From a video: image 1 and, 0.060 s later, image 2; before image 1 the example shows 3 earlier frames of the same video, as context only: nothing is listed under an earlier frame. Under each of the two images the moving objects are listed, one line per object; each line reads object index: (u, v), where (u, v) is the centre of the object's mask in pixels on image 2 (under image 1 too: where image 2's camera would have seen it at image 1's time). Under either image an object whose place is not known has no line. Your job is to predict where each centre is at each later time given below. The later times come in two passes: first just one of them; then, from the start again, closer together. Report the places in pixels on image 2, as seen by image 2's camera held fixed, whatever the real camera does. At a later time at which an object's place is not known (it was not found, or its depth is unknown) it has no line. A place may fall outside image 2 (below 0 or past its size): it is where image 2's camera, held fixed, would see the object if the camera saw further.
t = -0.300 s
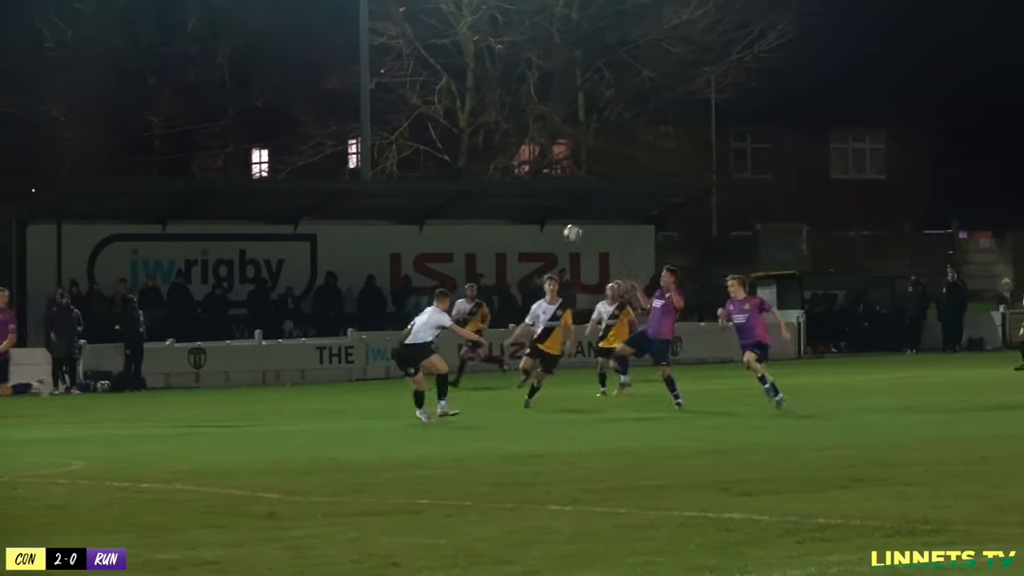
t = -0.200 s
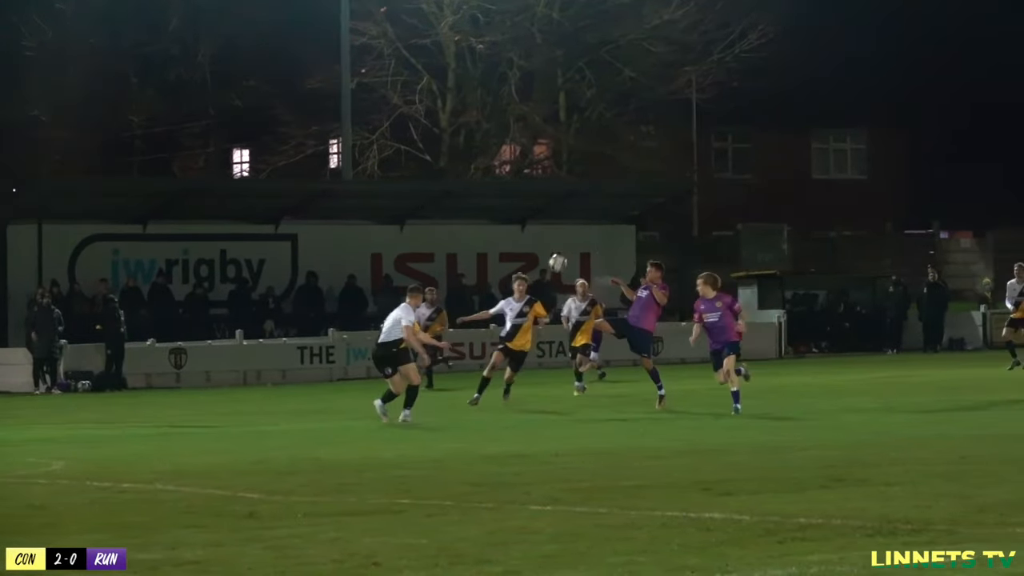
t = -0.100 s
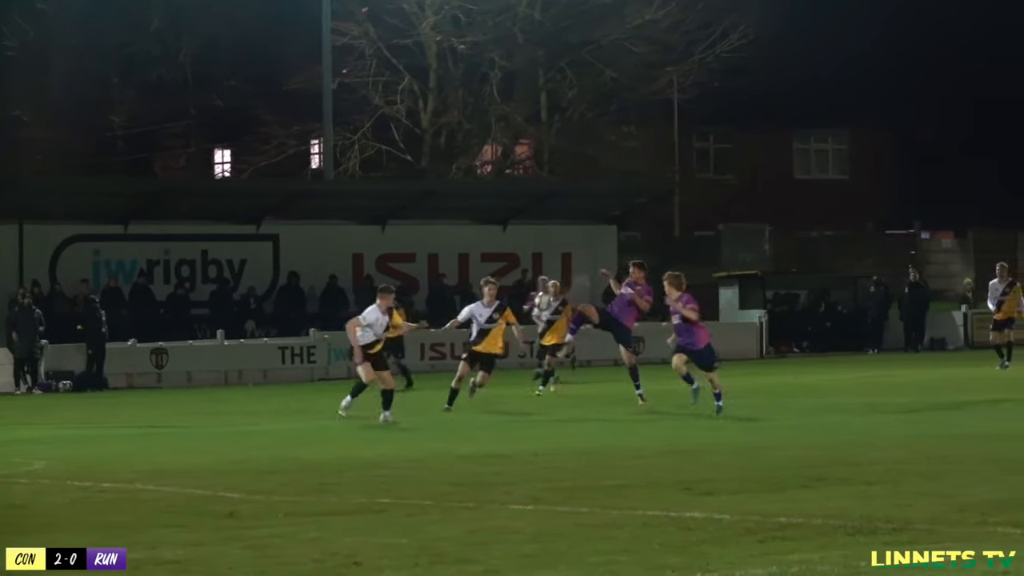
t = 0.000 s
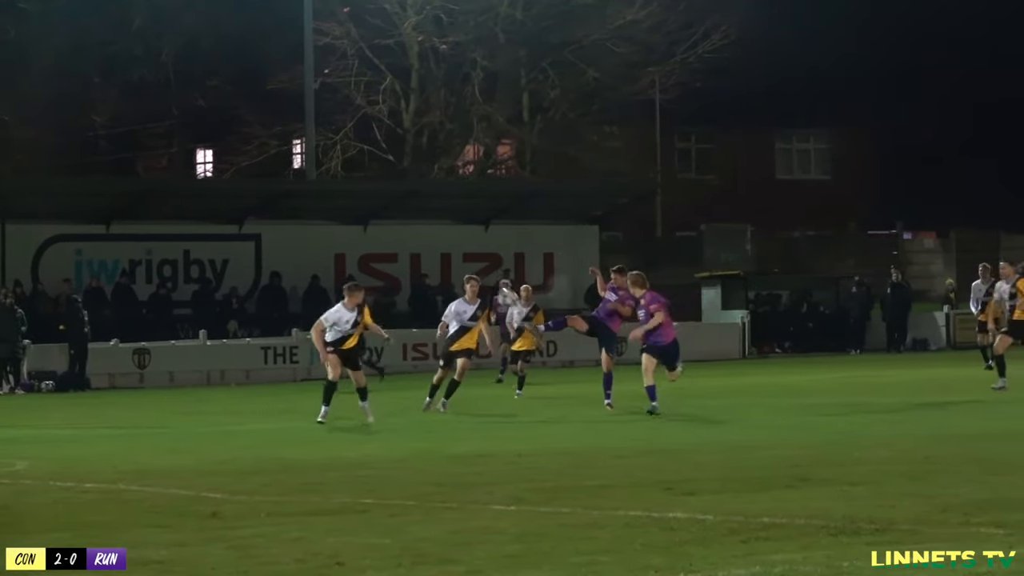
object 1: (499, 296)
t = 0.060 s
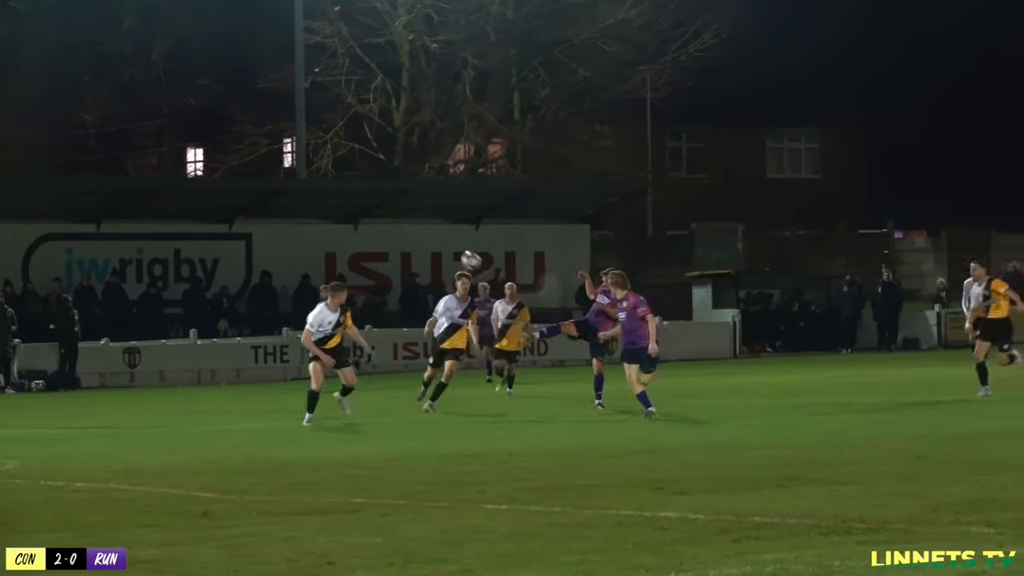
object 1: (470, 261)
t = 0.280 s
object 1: (357, 151)
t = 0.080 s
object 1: (460, 249)
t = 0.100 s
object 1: (450, 238)
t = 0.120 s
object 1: (440, 227)
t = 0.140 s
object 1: (430, 216)
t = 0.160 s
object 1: (420, 206)
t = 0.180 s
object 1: (409, 196)
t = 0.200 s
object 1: (399, 186)
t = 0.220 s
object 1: (388, 177)
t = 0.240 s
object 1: (377, 168)
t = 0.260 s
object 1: (368, 159)
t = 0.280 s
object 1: (357, 151)
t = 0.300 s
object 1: (346, 142)
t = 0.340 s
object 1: (327, 128)
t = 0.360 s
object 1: (316, 121)
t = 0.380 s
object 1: (307, 114)
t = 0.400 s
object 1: (297, 108)
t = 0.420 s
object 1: (287, 103)
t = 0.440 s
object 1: (277, 98)
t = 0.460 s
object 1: (267, 93)
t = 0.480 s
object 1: (257, 88)
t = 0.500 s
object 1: (251, 85)
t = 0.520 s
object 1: (241, 81)
